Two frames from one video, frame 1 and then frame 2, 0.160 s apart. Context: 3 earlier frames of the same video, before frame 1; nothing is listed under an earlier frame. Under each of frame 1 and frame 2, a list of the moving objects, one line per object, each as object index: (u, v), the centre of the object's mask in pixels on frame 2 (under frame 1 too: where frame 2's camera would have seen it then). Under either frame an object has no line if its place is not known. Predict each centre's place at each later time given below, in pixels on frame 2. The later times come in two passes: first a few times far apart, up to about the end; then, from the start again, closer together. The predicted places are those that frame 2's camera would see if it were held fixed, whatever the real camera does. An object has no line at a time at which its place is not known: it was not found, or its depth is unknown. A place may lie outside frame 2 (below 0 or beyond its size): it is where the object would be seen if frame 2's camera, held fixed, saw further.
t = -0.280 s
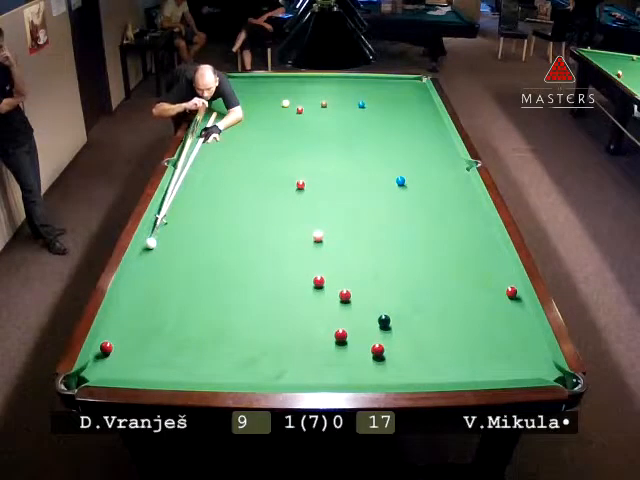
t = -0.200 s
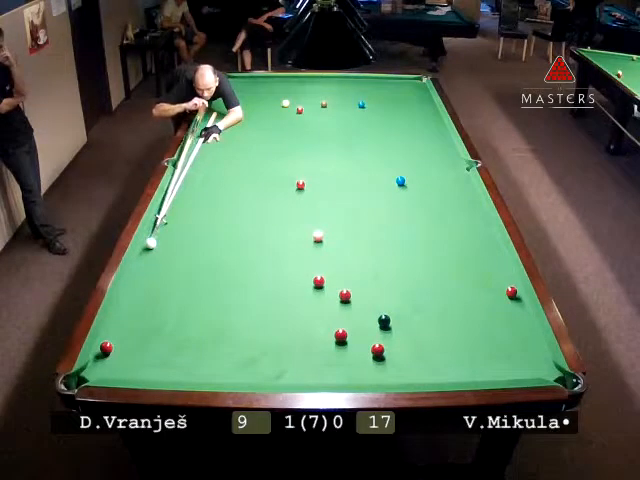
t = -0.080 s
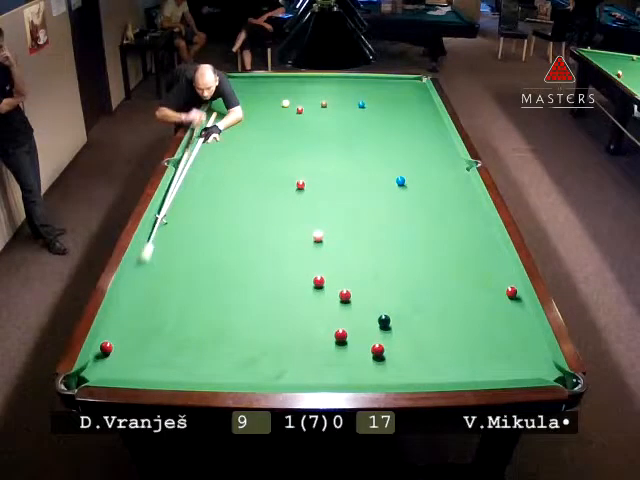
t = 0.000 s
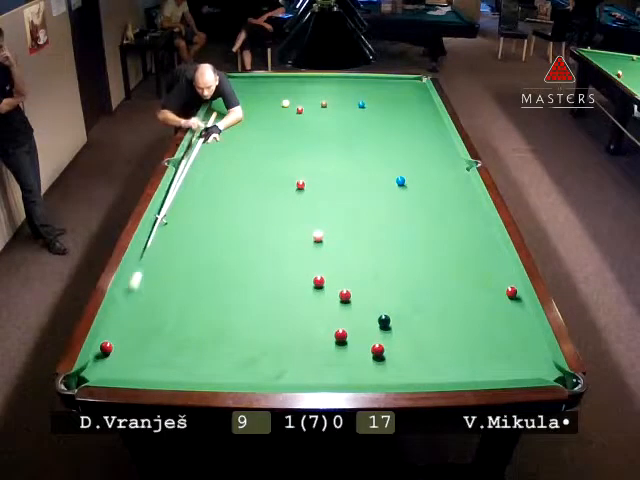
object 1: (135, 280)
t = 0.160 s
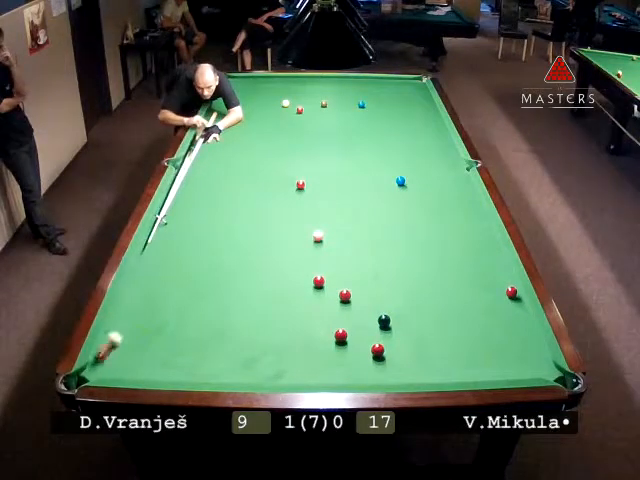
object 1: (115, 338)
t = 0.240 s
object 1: (123, 342)
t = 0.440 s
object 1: (136, 363)
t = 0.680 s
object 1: (155, 362)
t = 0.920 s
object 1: (176, 345)
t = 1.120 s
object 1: (191, 331)
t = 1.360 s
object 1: (209, 316)
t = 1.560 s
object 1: (222, 305)
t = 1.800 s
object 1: (237, 294)
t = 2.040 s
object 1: (250, 283)
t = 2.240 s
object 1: (259, 275)
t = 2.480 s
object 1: (270, 267)
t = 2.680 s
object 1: (278, 260)
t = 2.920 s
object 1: (286, 254)
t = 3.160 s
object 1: (294, 248)
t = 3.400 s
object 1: (300, 243)
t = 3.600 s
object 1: (305, 239)
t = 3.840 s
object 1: (307, 236)
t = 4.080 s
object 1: (307, 234)
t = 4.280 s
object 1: (308, 233)
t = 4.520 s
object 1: (308, 233)
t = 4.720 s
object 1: (308, 233)
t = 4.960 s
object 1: (308, 233)
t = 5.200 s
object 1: (308, 233)
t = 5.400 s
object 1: (308, 233)
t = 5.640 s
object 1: (308, 233)
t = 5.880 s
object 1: (308, 233)
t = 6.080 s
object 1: (308, 233)
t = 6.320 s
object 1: (308, 233)
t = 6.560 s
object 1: (308, 233)
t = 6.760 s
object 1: (308, 233)
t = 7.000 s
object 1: (308, 233)
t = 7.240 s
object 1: (308, 233)
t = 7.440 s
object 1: (308, 233)
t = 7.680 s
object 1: (308, 233)
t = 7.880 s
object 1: (308, 233)
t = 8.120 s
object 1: (308, 233)
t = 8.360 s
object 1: (308, 233)
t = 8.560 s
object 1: (308, 233)
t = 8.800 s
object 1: (308, 233)
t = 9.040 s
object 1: (308, 233)
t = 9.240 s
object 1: (308, 233)
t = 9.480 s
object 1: (308, 233)
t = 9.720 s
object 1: (308, 233)
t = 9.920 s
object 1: (308, 233)
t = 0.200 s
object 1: (119, 339)
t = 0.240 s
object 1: (123, 342)
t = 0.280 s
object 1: (126, 344)
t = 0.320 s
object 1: (129, 349)
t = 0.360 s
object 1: (131, 353)
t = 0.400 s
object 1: (134, 358)
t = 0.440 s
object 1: (136, 363)
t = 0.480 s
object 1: (138, 368)
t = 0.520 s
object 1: (141, 372)
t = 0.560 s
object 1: (145, 372)
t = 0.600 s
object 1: (148, 369)
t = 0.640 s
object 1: (152, 366)
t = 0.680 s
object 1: (155, 362)
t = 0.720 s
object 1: (159, 359)
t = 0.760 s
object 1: (162, 356)
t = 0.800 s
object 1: (166, 353)
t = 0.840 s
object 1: (169, 350)
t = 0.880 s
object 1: (173, 347)
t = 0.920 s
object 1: (176, 345)
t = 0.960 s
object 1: (179, 342)
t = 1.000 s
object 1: (182, 339)
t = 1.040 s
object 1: (185, 336)
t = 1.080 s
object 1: (188, 333)
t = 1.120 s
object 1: (191, 331)
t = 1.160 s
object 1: (194, 329)
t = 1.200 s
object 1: (198, 326)
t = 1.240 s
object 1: (200, 323)
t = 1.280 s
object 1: (203, 321)
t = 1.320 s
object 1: (206, 319)
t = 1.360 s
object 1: (209, 316)
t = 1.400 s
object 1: (212, 314)
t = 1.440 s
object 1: (214, 312)
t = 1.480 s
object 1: (217, 310)
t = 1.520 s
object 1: (219, 308)
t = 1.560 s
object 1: (222, 305)
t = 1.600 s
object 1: (225, 303)
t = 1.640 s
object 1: (227, 302)
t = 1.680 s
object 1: (230, 300)
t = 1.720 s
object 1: (232, 298)
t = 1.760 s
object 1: (234, 296)
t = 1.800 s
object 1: (237, 294)
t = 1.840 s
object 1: (239, 292)
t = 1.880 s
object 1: (241, 290)
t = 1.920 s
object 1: (244, 288)
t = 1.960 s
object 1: (246, 287)
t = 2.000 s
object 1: (248, 285)
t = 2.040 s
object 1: (250, 283)
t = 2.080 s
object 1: (252, 282)
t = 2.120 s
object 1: (253, 280)
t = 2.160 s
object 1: (255, 279)
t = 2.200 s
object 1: (258, 277)
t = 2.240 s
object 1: (259, 275)
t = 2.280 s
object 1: (261, 274)
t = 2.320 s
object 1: (263, 272)
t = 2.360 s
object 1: (265, 271)
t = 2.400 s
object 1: (267, 270)
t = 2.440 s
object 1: (269, 268)
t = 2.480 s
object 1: (270, 267)
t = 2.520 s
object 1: (272, 266)
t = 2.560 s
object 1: (273, 264)
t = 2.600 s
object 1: (275, 263)
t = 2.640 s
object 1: (276, 262)
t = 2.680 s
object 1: (278, 260)
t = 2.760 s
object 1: (281, 258)
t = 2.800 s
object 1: (282, 258)
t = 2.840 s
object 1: (283, 256)
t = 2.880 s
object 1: (284, 256)
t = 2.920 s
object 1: (286, 254)
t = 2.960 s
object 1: (288, 253)
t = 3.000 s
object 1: (288, 252)
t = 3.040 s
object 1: (290, 251)
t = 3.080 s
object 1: (291, 250)
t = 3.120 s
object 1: (293, 249)
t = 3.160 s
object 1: (294, 248)
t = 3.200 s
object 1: (295, 247)
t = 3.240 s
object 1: (296, 246)
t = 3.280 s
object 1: (297, 245)
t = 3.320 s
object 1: (298, 245)
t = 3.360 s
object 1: (299, 244)
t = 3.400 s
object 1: (300, 243)
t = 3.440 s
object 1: (301, 243)
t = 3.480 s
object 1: (302, 242)
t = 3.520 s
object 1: (302, 241)
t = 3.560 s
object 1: (304, 240)
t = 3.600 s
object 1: (305, 239)
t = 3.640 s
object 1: (305, 239)
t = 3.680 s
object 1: (306, 238)
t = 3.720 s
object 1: (307, 238)
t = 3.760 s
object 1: (307, 237)
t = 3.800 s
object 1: (307, 236)
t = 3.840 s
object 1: (307, 236)
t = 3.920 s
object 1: (307, 236)
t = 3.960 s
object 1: (307, 235)
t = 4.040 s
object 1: (307, 234)
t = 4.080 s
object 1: (307, 234)
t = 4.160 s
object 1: (307, 234)
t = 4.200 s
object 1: (307, 234)
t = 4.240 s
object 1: (308, 233)
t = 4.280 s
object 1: (308, 233)
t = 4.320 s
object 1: (308, 233)
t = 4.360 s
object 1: (308, 233)
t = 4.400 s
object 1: (308, 233)
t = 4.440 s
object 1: (308, 233)
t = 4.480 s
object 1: (308, 233)
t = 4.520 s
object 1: (308, 233)
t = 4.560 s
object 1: (308, 233)
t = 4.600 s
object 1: (308, 233)
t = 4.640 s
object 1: (308, 233)
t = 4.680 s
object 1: (308, 233)
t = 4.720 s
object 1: (308, 233)
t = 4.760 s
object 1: (308, 233)
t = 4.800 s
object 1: (308, 233)
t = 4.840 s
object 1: (308, 233)
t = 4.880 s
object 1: (308, 233)
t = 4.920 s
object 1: (308, 233)
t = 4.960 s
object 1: (308, 233)
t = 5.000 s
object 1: (308, 233)
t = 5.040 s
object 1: (308, 233)
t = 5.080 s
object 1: (308, 233)
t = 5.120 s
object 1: (308, 233)
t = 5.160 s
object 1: (308, 233)
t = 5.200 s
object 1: (308, 233)
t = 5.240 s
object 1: (308, 233)
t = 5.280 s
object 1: (308, 233)
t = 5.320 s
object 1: (308, 233)
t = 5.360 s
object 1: (308, 233)
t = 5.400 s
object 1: (308, 233)
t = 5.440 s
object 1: (308, 233)
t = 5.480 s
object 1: (308, 233)
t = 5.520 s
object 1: (308, 233)
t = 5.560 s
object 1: (308, 233)
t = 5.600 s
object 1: (308, 233)
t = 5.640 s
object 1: (308, 233)
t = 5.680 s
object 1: (308, 233)
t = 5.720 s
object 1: (308, 233)
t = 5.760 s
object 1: (308, 233)
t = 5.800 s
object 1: (308, 233)
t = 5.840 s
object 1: (308, 233)
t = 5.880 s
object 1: (308, 233)
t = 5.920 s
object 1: (308, 233)
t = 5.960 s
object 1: (308, 233)
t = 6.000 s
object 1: (308, 233)
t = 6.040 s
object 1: (308, 233)
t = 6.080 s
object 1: (308, 233)
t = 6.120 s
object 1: (308, 233)
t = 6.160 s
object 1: (308, 233)
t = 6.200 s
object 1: (308, 233)
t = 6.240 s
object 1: (308, 233)
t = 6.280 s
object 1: (308, 233)
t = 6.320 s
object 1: (308, 233)
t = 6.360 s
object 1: (308, 233)
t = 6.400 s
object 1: (308, 233)
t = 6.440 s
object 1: (308, 233)
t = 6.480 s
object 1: (308, 233)
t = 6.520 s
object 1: (308, 233)
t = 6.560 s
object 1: (308, 233)
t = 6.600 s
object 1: (308, 233)
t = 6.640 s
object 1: (308, 233)
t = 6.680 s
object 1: (308, 233)
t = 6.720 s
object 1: (308, 233)
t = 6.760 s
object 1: (308, 233)
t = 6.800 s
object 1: (308, 233)
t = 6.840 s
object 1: (308, 233)
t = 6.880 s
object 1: (308, 233)
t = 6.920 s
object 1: (308, 233)
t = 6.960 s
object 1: (308, 233)
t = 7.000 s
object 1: (308, 233)
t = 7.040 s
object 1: (308, 233)
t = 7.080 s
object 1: (308, 233)
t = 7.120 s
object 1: (308, 233)
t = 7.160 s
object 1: (308, 233)
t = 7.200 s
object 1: (308, 233)
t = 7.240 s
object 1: (308, 233)
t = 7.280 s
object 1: (308, 233)
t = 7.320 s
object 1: (308, 233)
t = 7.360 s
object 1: (308, 233)
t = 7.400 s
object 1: (308, 233)
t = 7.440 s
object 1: (308, 233)
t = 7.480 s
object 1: (308, 233)
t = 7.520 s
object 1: (308, 233)
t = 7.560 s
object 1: (308, 233)
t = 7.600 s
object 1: (308, 233)
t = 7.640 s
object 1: (308, 233)
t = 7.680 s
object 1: (308, 233)
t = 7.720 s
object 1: (308, 233)
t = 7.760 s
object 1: (308, 233)
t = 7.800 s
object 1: (308, 233)
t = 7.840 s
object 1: (308, 233)
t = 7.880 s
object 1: (308, 233)
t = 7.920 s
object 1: (308, 233)
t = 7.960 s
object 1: (308, 233)
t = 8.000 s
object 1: (308, 233)
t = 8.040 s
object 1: (308, 233)
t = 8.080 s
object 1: (308, 233)
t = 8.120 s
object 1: (308, 233)
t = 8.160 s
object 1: (308, 233)
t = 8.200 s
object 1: (308, 233)
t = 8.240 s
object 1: (308, 233)
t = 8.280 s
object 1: (308, 233)
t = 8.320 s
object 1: (308, 233)
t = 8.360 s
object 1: (308, 233)
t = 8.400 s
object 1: (308, 233)
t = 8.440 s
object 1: (308, 233)
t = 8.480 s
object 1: (308, 233)
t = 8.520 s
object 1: (308, 233)
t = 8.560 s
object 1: (308, 233)
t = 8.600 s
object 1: (308, 233)
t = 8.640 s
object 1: (308, 233)
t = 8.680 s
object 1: (308, 233)
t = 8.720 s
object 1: (308, 233)
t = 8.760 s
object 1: (308, 233)
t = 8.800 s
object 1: (308, 233)
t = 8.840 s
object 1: (308, 233)
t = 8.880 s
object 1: (308, 233)
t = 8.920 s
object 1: (308, 233)
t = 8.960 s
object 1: (308, 233)
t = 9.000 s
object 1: (308, 233)
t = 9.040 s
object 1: (308, 233)
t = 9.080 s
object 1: (308, 233)
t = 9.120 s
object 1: (308, 233)
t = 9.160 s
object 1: (308, 233)
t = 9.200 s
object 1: (308, 233)
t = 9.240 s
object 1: (308, 233)
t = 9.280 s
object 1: (308, 233)
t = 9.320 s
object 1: (308, 233)
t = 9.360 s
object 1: (308, 233)
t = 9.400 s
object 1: (308, 233)
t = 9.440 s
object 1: (308, 233)
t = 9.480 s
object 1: (308, 233)
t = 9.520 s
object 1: (308, 233)
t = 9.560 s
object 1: (308, 233)
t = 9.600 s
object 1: (308, 233)
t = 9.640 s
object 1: (308, 233)
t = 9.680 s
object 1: (308, 233)
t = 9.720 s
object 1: (308, 233)
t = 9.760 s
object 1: (308, 233)
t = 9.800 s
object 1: (308, 233)
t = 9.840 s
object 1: (308, 233)
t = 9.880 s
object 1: (308, 233)
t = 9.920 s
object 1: (308, 233)
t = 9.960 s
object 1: (308, 233)
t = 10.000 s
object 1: (308, 233)
